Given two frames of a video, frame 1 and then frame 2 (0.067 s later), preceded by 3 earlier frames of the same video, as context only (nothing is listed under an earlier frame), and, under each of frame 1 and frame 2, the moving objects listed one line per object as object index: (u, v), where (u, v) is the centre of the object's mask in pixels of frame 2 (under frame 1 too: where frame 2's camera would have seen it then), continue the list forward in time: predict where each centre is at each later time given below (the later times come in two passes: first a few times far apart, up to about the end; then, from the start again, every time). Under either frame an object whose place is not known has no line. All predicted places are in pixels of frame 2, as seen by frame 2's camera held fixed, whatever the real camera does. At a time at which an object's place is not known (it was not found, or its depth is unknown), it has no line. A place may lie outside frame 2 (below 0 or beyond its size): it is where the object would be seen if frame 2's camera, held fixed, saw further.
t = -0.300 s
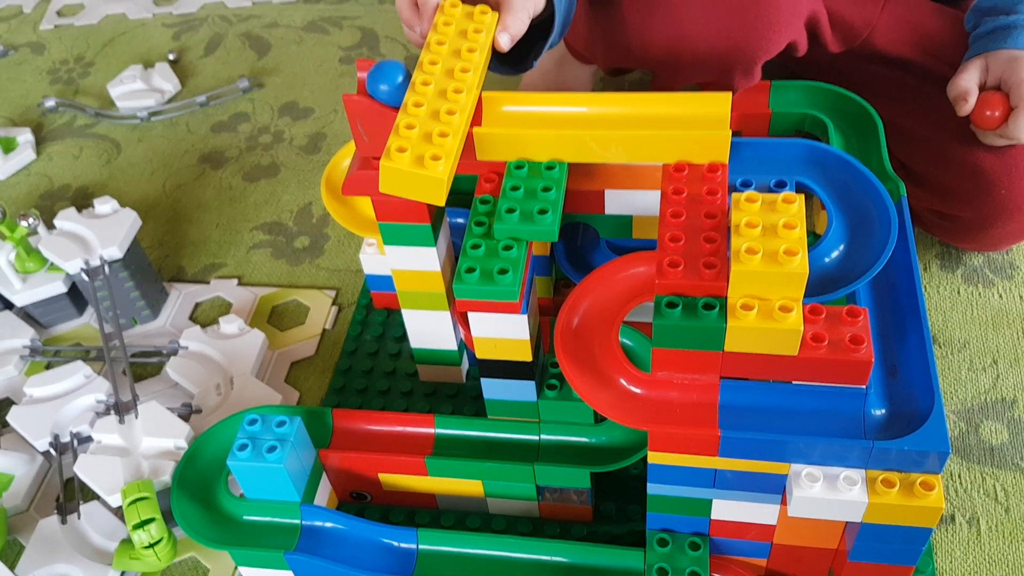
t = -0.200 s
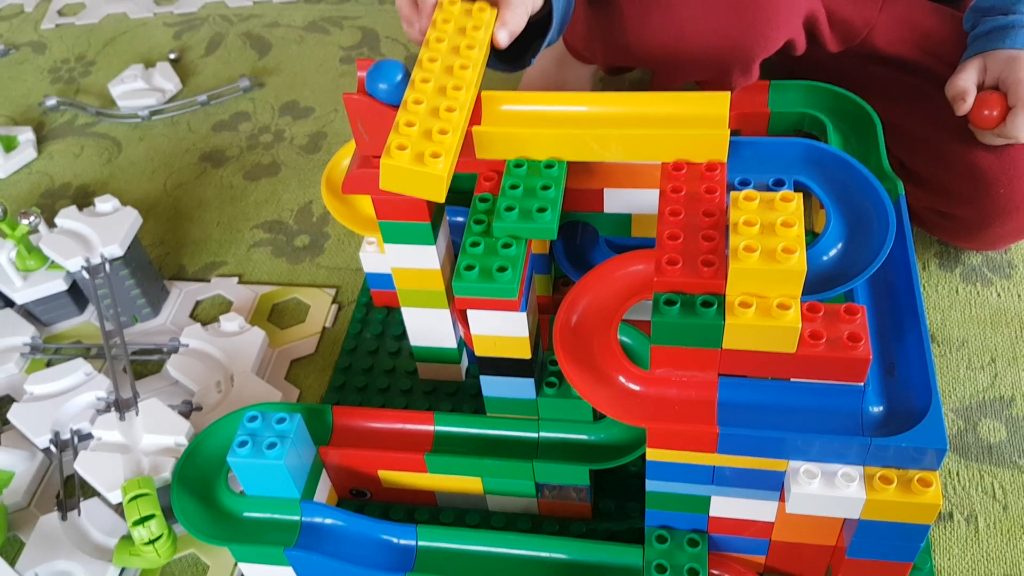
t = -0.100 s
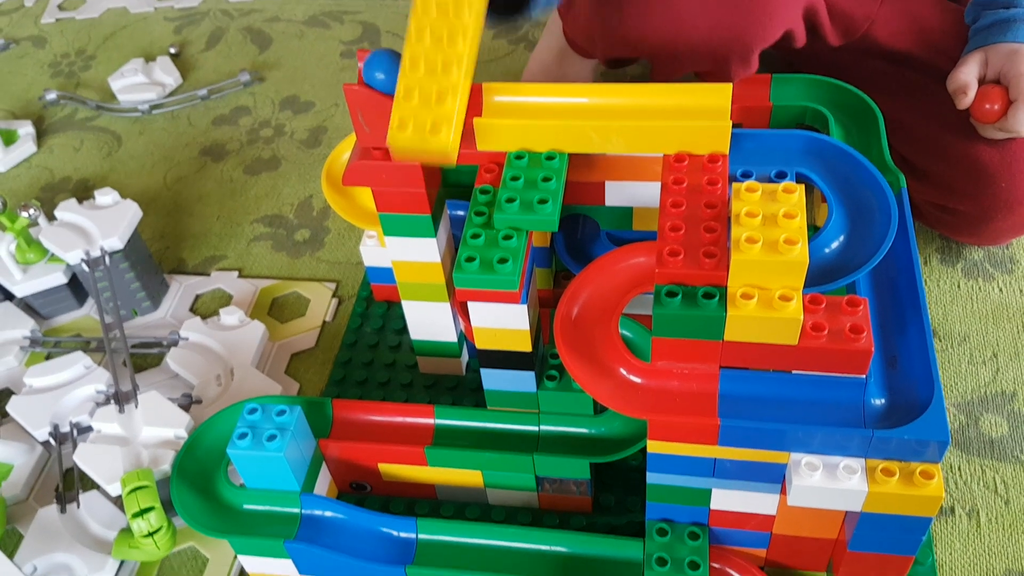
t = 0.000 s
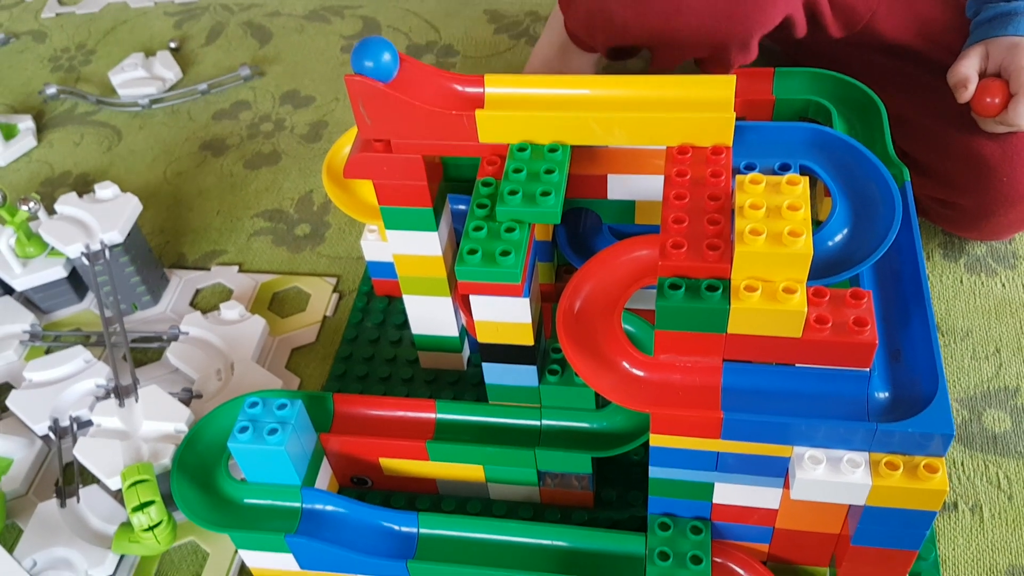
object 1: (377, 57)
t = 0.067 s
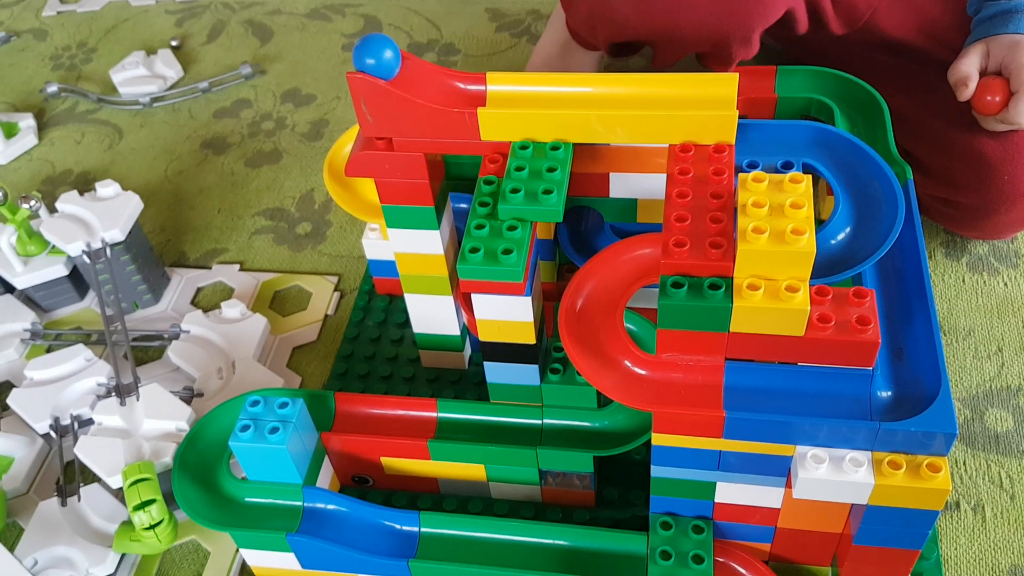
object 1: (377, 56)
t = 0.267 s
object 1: (454, 85)
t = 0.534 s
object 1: (692, 91)
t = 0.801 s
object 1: (871, 214)
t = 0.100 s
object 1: (381, 57)
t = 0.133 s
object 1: (387, 58)
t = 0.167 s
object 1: (397, 62)
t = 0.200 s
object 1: (410, 67)
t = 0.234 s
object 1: (429, 75)
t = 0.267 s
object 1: (454, 85)
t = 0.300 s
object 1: (483, 88)
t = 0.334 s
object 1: (514, 89)
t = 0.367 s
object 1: (542, 90)
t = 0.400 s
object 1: (571, 90)
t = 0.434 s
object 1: (602, 90)
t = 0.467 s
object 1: (631, 90)
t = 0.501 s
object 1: (661, 91)
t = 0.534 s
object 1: (692, 91)
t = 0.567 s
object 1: (723, 91)
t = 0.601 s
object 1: (753, 94)
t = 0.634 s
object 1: (780, 106)
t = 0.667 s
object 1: (809, 138)
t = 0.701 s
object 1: (840, 148)
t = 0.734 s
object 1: (862, 169)
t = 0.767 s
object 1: (874, 193)
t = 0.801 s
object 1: (871, 214)
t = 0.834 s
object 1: (857, 236)
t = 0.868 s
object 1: (837, 253)
